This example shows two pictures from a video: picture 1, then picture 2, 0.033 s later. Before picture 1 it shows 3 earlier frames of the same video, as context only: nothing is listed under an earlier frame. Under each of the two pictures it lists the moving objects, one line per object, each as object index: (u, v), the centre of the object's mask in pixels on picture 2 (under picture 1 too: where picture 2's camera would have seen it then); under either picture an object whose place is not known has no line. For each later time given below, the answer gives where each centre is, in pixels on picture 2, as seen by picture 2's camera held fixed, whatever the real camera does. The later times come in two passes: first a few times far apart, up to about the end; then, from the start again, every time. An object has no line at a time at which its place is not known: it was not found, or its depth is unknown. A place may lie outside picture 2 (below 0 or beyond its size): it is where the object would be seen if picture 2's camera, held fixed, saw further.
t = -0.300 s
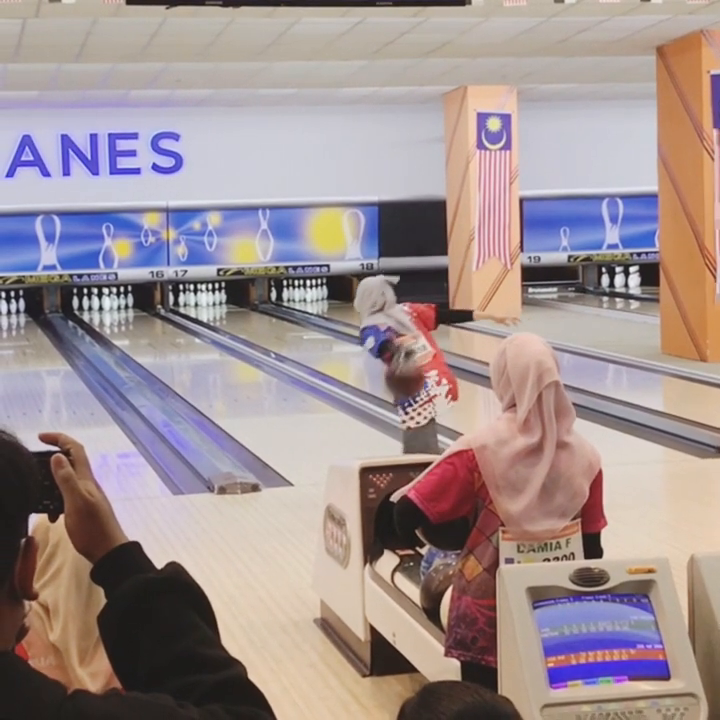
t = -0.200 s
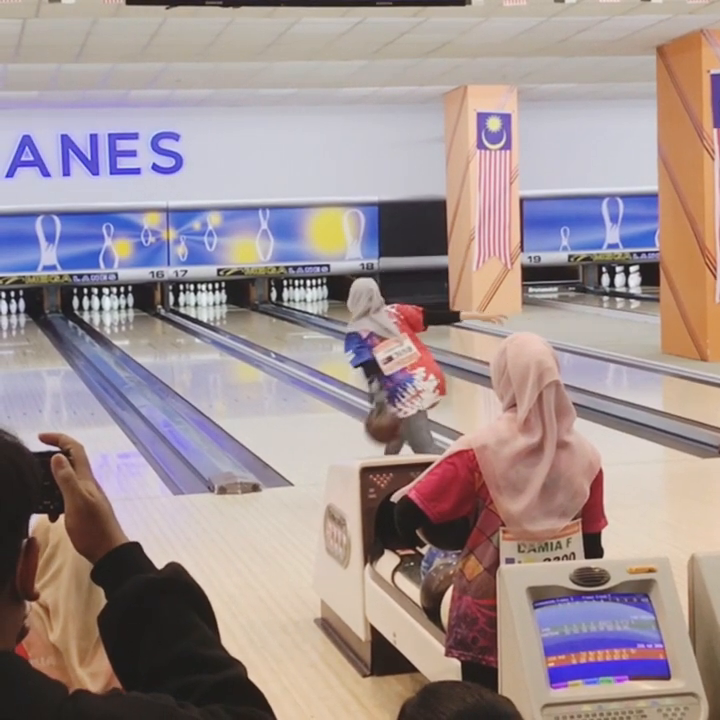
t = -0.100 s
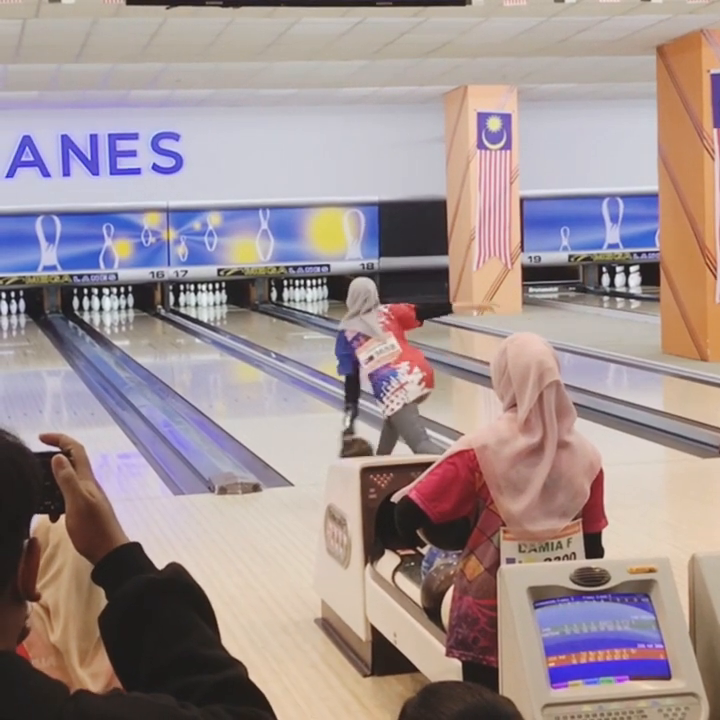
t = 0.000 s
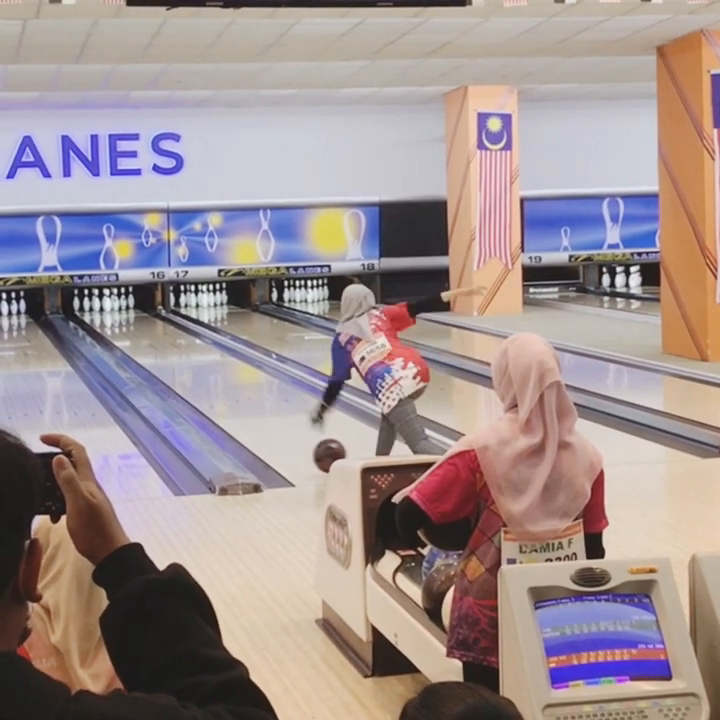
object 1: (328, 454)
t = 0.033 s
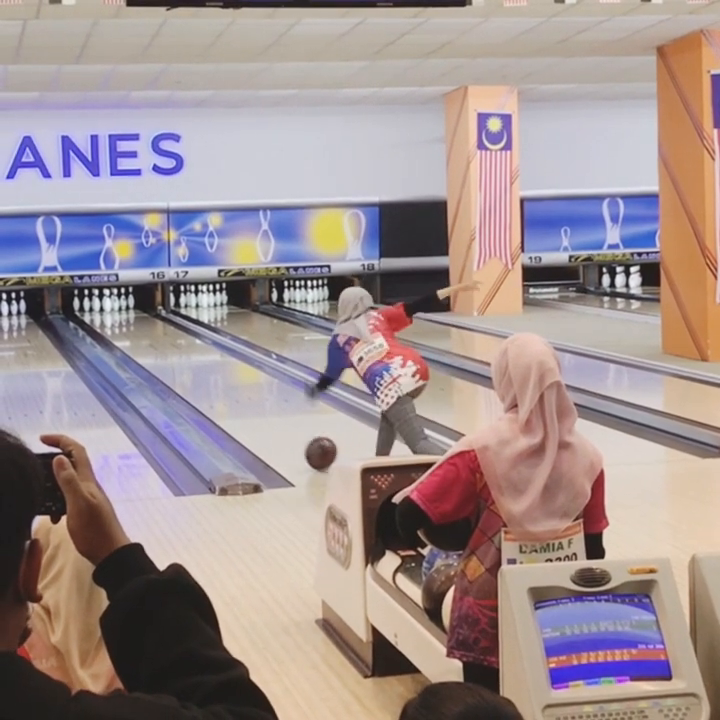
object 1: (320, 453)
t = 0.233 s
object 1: (276, 425)
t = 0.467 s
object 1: (237, 400)
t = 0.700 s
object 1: (207, 380)
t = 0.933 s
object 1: (182, 364)
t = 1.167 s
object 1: (162, 351)
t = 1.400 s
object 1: (146, 341)
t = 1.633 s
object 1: (132, 331)
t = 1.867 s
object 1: (120, 323)
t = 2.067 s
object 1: (112, 318)
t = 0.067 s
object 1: (312, 447)
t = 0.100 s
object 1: (305, 443)
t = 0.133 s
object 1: (297, 438)
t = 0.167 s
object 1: (290, 434)
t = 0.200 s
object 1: (283, 429)
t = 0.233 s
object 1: (276, 425)
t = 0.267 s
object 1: (270, 421)
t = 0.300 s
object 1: (264, 417)
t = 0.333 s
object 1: (258, 413)
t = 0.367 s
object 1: (253, 410)
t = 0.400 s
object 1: (247, 406)
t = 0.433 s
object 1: (242, 403)
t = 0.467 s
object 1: (237, 400)
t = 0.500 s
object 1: (232, 397)
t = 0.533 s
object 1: (228, 394)
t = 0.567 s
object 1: (223, 391)
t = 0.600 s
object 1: (219, 388)
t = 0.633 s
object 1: (215, 386)
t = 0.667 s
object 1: (211, 383)
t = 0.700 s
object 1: (207, 380)
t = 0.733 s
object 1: (203, 378)
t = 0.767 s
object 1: (199, 375)
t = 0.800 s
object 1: (195, 373)
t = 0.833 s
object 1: (192, 371)
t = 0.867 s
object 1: (189, 368)
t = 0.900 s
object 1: (185, 366)
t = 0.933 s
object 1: (182, 364)
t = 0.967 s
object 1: (179, 362)
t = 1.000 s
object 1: (176, 361)
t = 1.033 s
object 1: (173, 359)
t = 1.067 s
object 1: (170, 357)
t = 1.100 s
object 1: (168, 355)
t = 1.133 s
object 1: (165, 353)
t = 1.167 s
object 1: (162, 351)
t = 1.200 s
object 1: (160, 350)
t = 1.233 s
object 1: (157, 348)
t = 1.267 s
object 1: (155, 347)
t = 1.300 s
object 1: (153, 345)
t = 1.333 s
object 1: (150, 343)
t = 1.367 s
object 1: (148, 342)
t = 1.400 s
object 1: (146, 341)
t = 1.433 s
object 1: (143, 339)
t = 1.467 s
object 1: (142, 338)
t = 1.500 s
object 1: (140, 336)
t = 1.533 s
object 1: (137, 335)
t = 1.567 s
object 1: (135, 334)
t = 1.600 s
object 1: (133, 332)
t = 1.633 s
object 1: (132, 331)
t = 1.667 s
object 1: (130, 330)
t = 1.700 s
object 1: (127, 328)
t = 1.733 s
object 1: (126, 328)
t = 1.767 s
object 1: (125, 327)
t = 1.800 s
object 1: (123, 326)
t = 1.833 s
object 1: (122, 325)
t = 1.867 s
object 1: (120, 323)
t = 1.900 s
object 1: (118, 323)
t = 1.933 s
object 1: (117, 321)
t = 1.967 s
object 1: (116, 321)
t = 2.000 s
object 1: (115, 320)
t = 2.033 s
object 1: (113, 318)
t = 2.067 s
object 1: (112, 318)
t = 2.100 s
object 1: (112, 317)
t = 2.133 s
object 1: (111, 316)
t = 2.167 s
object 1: (109, 315)
